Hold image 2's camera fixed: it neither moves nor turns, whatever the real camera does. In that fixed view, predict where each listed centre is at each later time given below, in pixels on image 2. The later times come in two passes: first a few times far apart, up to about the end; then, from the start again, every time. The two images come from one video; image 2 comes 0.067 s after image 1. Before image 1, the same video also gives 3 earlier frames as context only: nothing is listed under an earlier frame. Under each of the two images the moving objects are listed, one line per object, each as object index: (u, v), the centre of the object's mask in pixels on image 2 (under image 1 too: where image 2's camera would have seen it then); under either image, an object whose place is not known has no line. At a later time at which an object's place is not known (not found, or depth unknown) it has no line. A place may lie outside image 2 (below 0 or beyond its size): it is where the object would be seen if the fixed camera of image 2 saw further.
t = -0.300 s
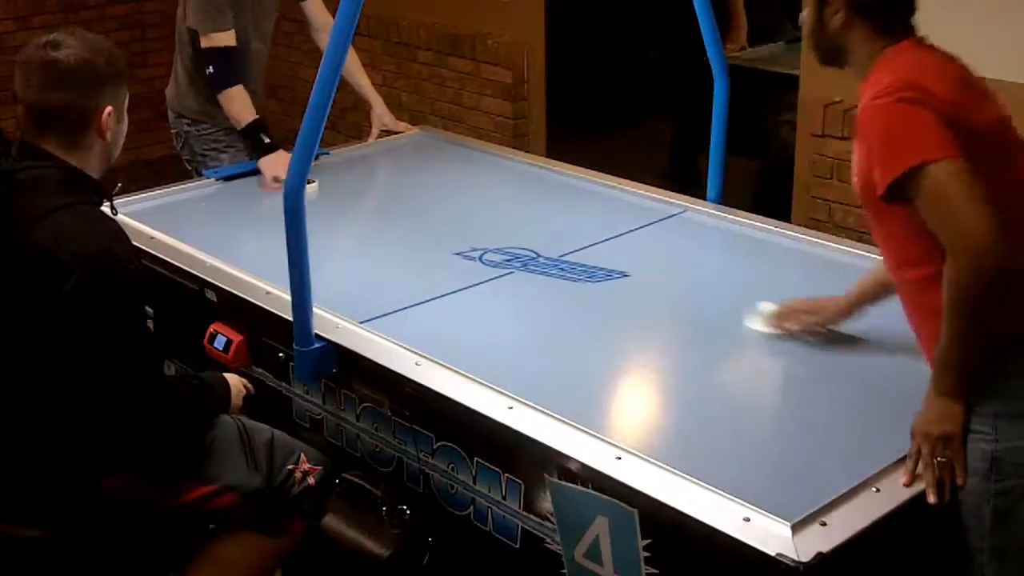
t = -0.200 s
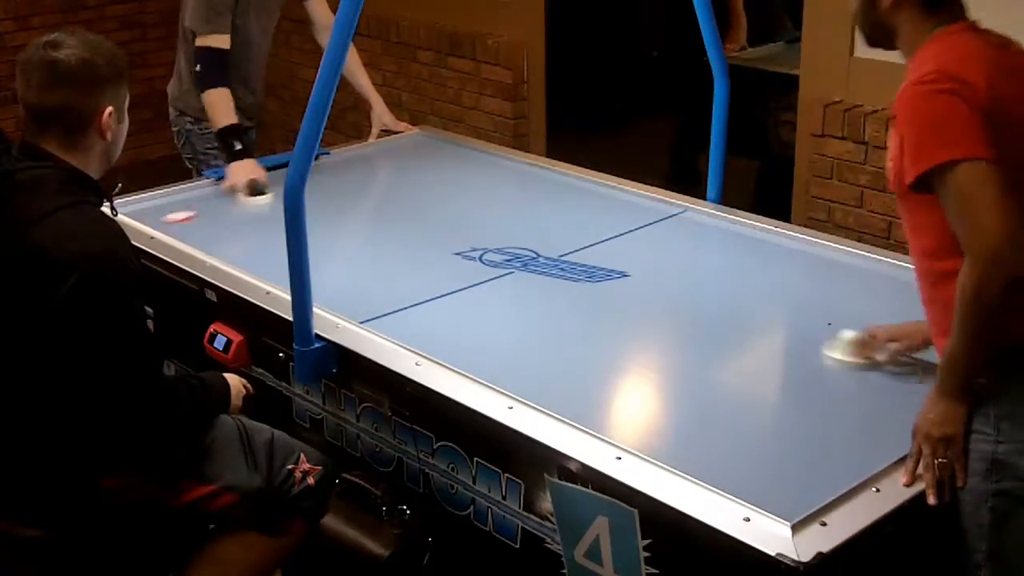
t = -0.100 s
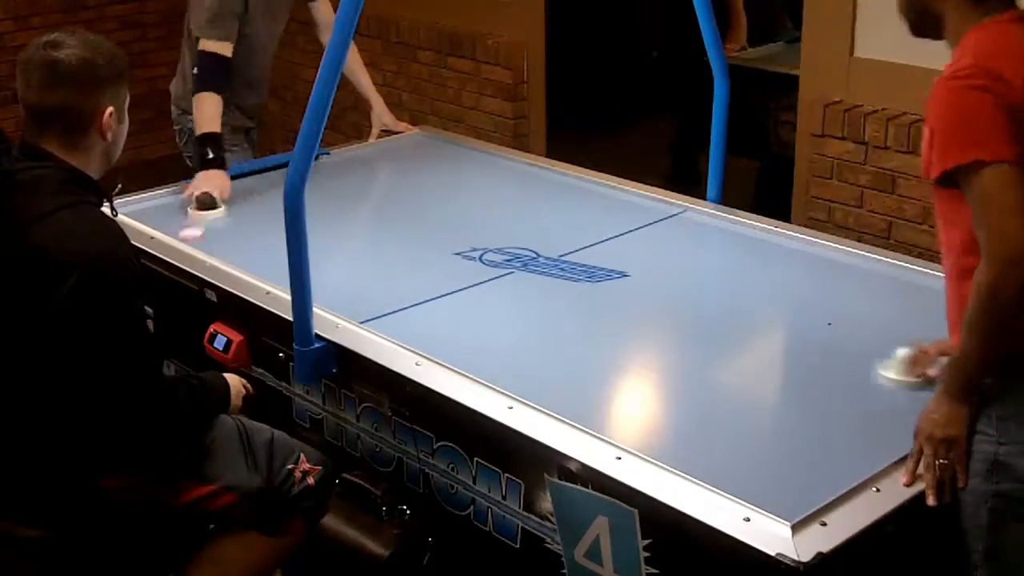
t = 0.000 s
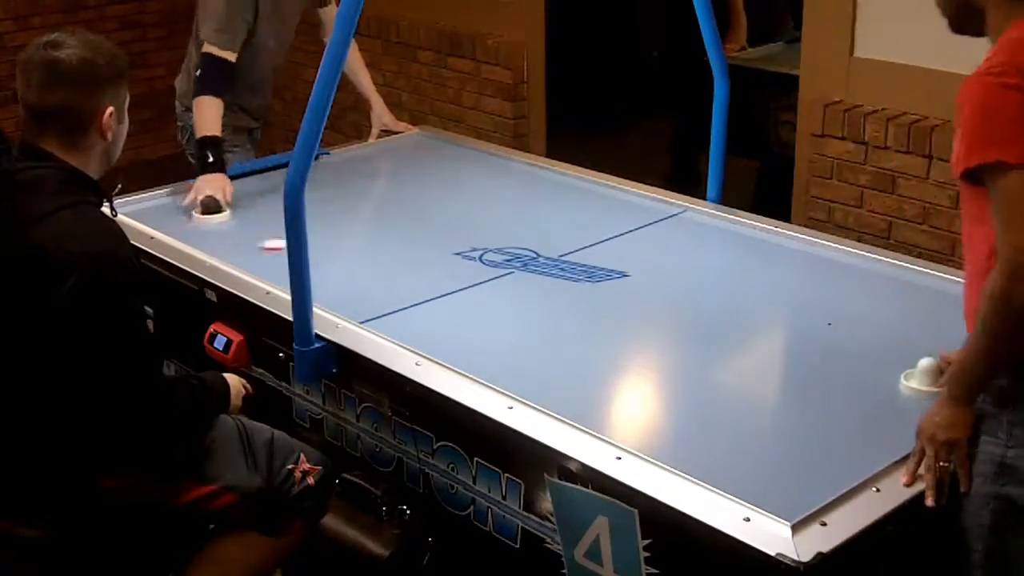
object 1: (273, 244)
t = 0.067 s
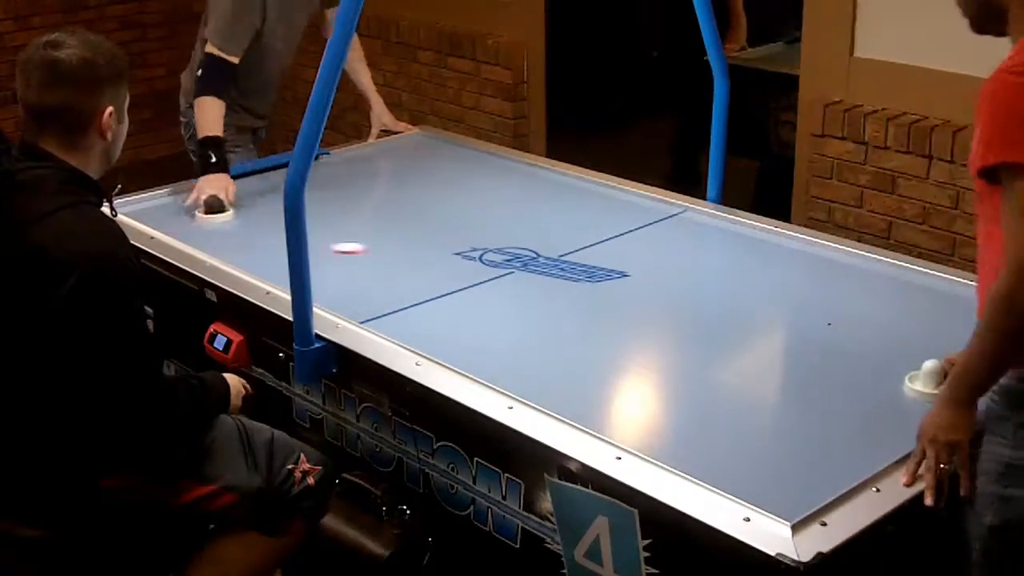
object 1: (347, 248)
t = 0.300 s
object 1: (603, 258)
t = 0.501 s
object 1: (833, 265)
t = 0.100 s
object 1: (384, 249)
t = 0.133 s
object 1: (420, 251)
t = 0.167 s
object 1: (455, 252)
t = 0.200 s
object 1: (491, 254)
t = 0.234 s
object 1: (528, 255)
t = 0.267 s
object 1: (566, 256)
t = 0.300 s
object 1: (603, 258)
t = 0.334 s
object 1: (641, 259)
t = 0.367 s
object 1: (678, 260)
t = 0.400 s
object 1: (717, 262)
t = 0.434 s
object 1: (755, 263)
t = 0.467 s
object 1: (794, 264)
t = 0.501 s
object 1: (833, 265)
